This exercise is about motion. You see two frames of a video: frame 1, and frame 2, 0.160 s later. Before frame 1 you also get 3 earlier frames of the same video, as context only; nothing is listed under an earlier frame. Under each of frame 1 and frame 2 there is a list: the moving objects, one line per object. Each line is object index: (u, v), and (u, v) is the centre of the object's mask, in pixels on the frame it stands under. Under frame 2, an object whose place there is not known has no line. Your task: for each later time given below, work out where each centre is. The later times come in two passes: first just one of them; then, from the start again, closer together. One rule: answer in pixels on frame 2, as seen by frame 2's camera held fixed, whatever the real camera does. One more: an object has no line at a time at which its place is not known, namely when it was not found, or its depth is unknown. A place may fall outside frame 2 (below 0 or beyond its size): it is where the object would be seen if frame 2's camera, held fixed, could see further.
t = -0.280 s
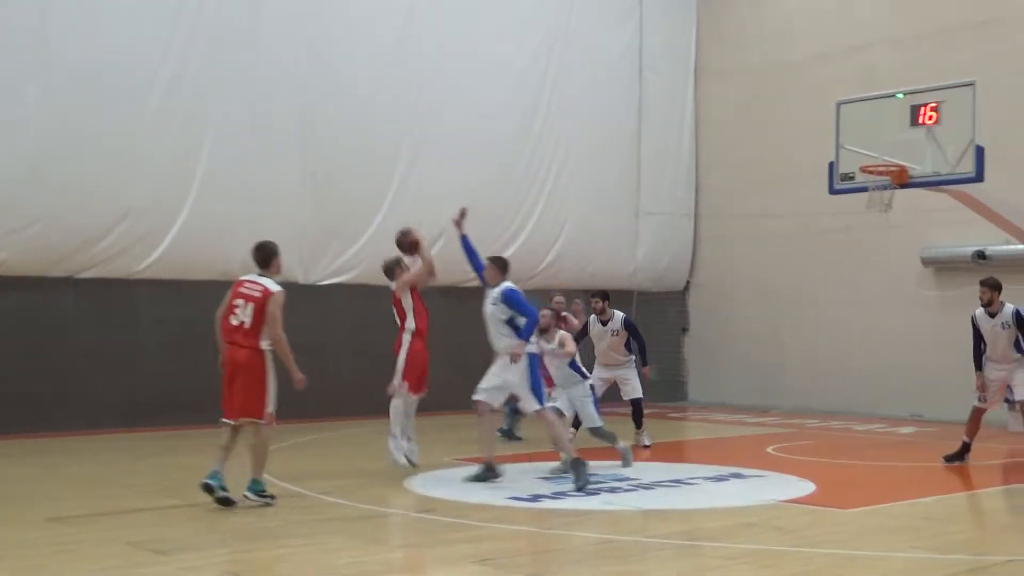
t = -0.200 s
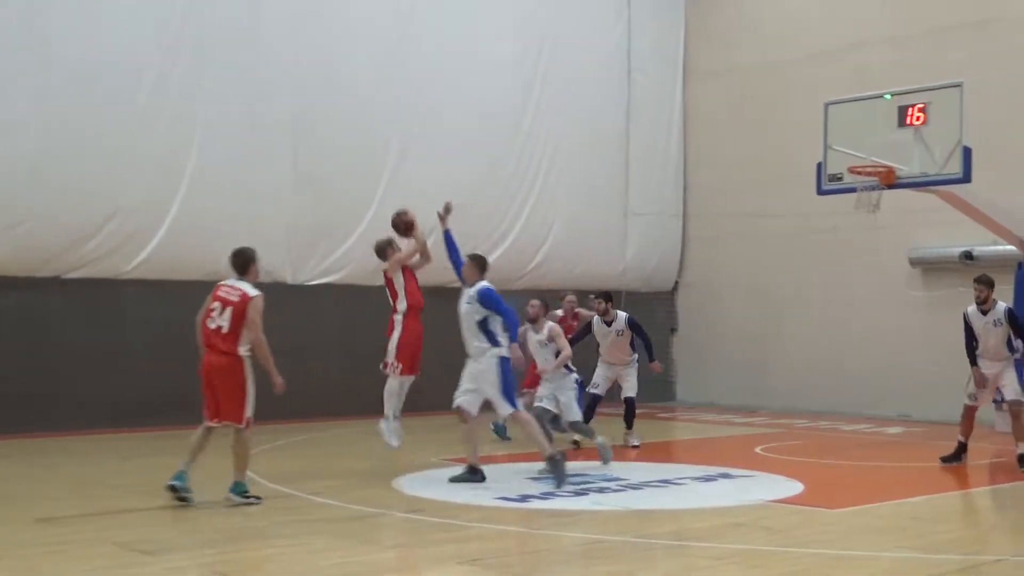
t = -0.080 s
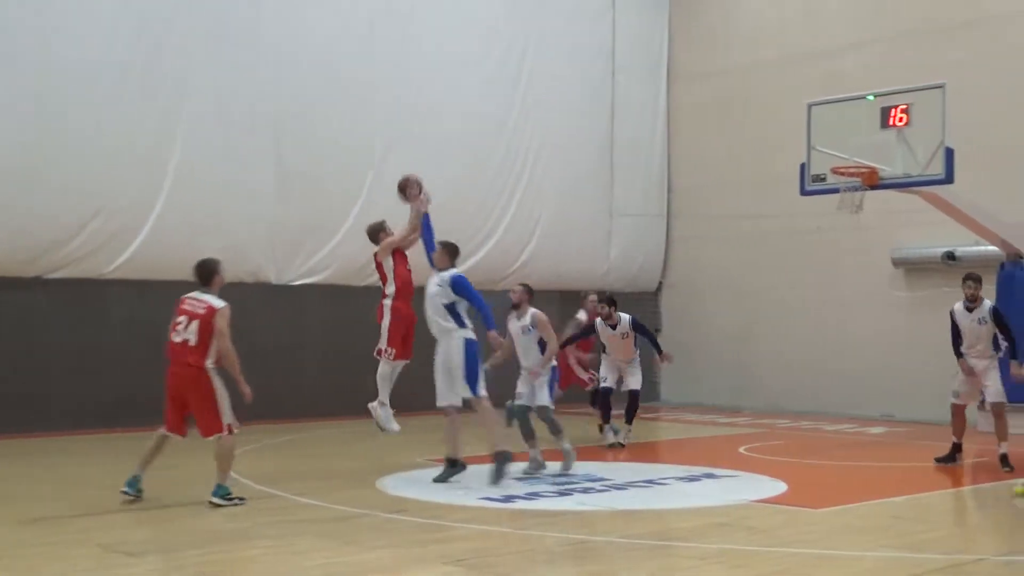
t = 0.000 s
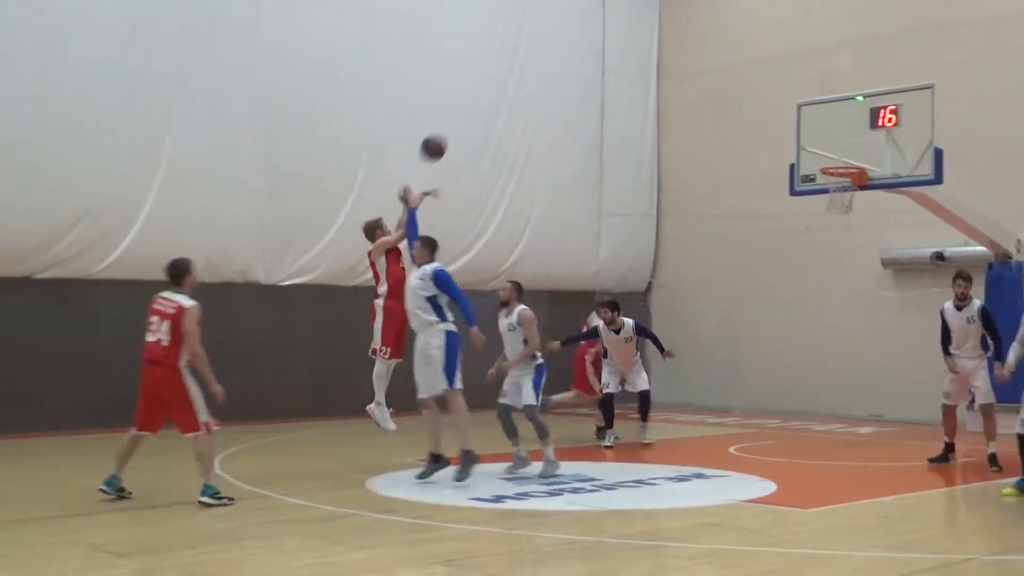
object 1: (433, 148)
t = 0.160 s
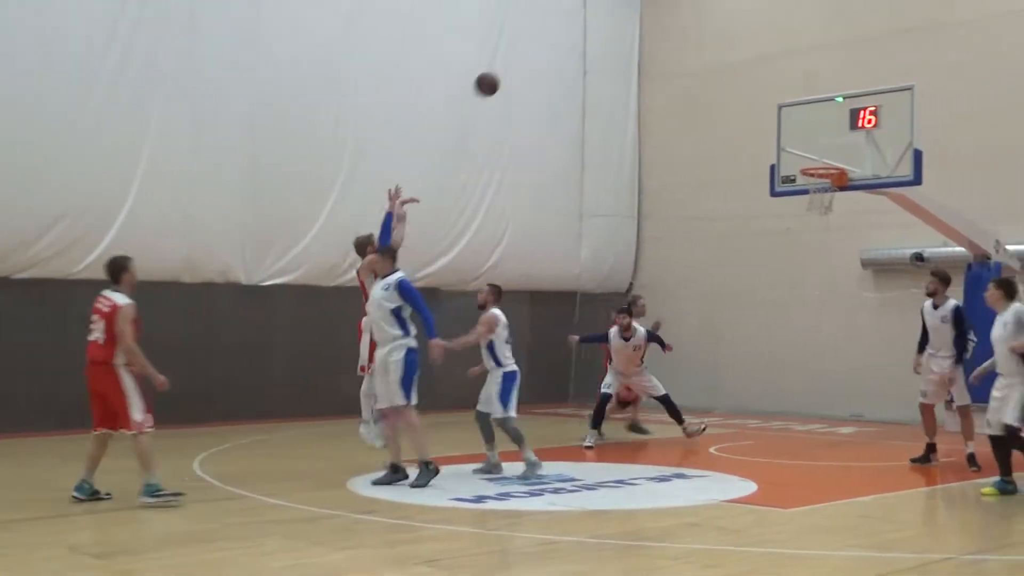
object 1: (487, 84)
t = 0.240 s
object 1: (519, 63)
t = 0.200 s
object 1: (504, 73)
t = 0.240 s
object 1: (519, 63)
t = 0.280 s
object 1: (536, 55)
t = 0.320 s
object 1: (551, 48)
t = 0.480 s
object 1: (615, 39)
